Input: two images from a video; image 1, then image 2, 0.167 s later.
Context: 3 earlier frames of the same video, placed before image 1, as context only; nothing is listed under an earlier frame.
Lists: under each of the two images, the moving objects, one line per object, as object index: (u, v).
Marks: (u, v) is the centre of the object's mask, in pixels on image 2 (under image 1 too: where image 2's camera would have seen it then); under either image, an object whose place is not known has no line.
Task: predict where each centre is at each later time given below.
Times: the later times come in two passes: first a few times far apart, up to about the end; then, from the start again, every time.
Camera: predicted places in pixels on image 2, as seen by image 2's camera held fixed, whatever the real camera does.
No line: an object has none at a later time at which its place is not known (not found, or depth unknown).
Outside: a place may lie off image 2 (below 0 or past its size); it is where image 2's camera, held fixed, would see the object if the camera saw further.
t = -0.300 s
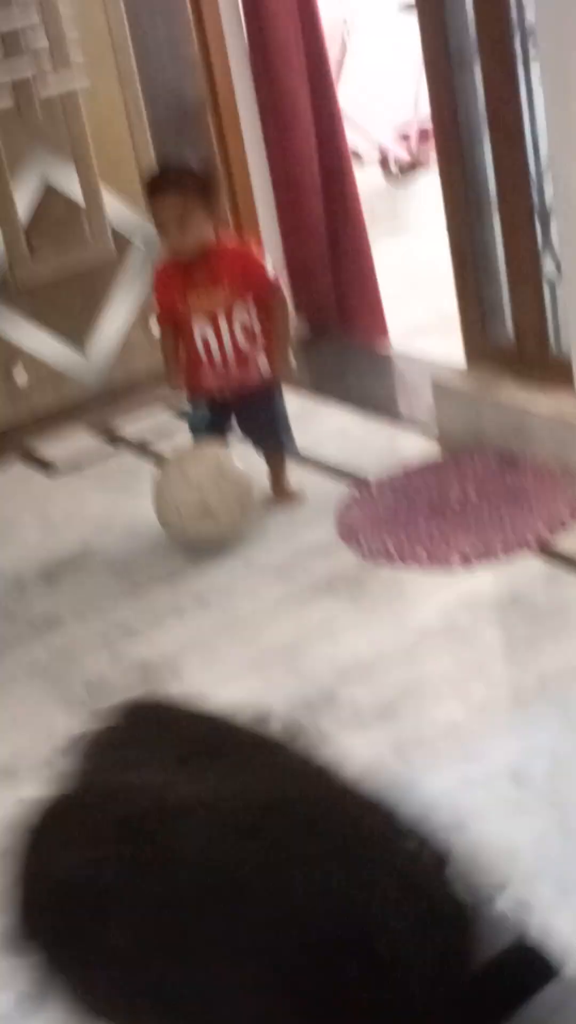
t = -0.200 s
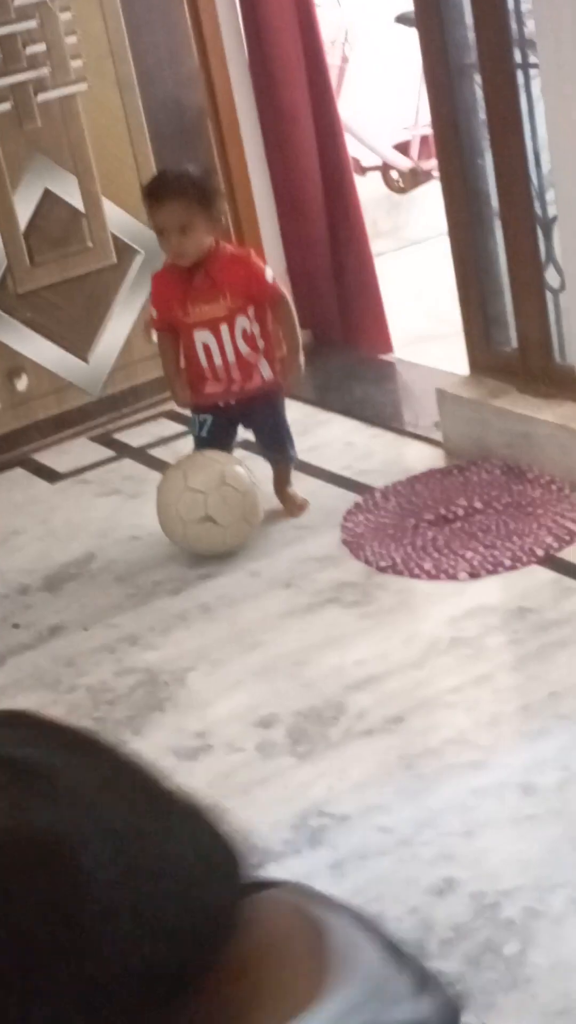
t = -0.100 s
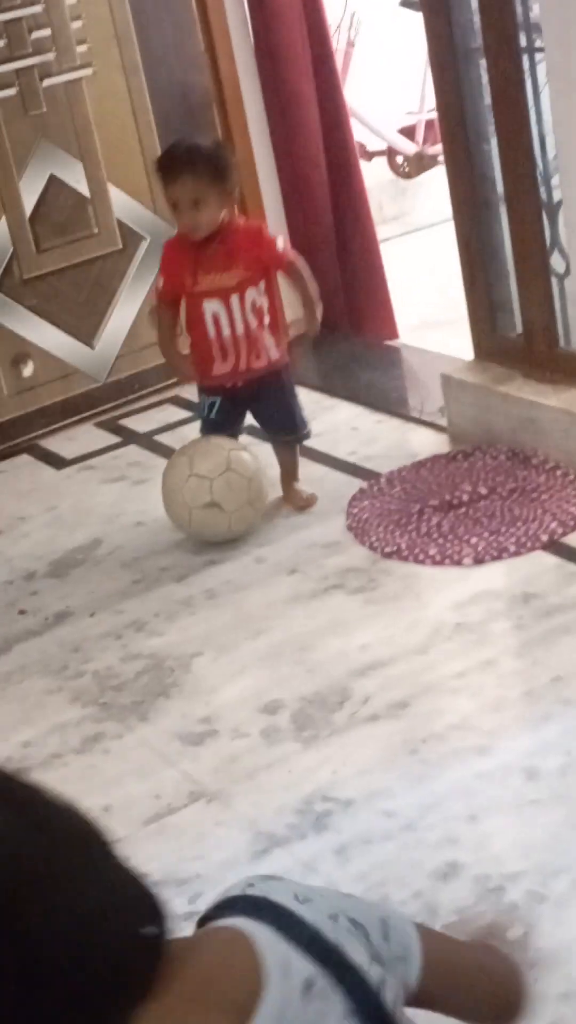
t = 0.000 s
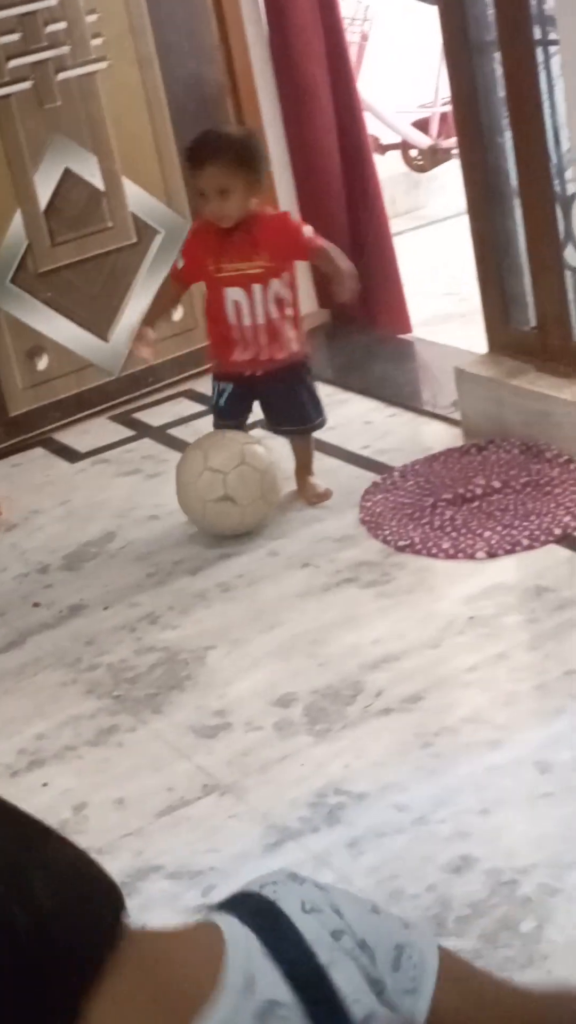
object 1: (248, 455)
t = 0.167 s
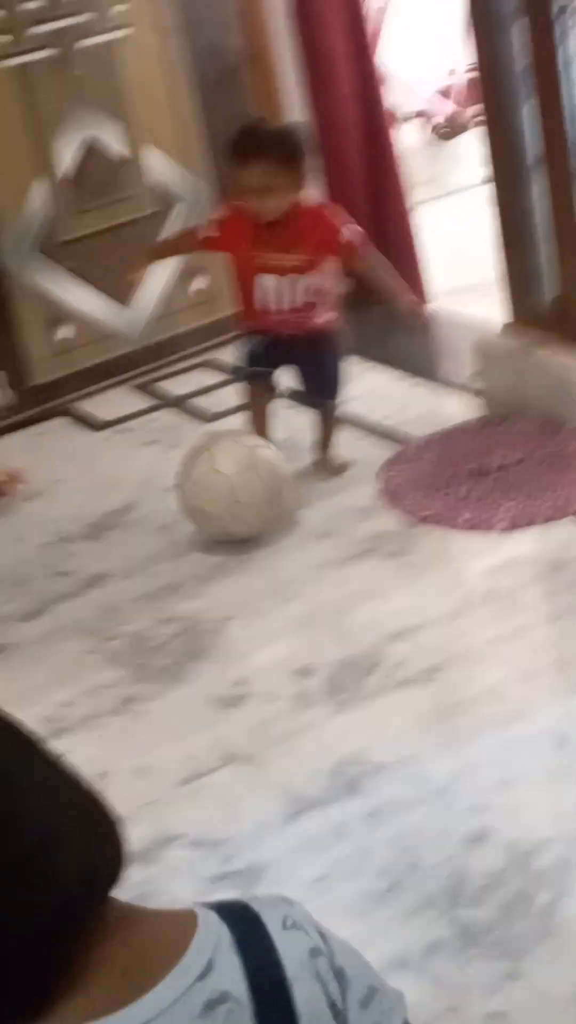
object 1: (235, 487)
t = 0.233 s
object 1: (225, 507)
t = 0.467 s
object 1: (187, 568)
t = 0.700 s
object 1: (142, 634)
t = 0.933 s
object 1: (87, 707)
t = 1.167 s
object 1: (46, 786)
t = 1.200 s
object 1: (42, 798)
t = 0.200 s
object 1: (231, 497)
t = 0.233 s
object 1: (225, 507)
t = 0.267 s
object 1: (220, 514)
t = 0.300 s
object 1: (215, 523)
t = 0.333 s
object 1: (209, 532)
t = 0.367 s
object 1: (204, 540)
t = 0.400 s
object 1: (199, 550)
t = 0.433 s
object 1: (193, 559)
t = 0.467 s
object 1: (187, 568)
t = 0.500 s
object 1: (180, 577)
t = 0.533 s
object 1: (174, 585)
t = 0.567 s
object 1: (168, 595)
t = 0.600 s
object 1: (161, 604)
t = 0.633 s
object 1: (156, 614)
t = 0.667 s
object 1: (150, 624)
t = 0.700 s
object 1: (142, 634)
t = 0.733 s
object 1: (135, 645)
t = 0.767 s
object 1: (128, 654)
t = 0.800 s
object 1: (121, 664)
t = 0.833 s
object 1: (112, 675)
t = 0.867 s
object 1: (104, 685)
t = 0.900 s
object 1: (95, 698)
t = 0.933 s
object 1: (87, 707)
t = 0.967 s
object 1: (78, 718)
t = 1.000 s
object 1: (70, 730)
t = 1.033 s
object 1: (64, 740)
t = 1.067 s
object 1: (59, 752)
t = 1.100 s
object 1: (55, 762)
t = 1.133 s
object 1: (51, 773)
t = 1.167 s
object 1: (46, 786)
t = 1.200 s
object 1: (42, 798)
